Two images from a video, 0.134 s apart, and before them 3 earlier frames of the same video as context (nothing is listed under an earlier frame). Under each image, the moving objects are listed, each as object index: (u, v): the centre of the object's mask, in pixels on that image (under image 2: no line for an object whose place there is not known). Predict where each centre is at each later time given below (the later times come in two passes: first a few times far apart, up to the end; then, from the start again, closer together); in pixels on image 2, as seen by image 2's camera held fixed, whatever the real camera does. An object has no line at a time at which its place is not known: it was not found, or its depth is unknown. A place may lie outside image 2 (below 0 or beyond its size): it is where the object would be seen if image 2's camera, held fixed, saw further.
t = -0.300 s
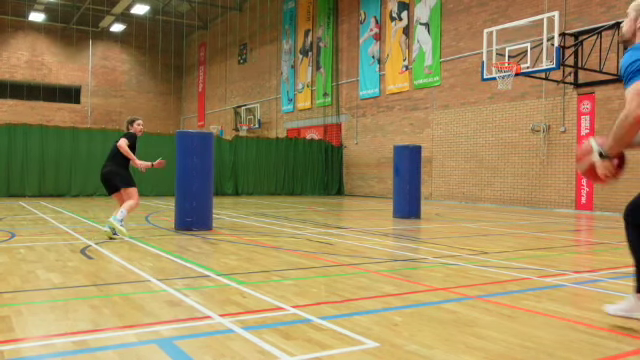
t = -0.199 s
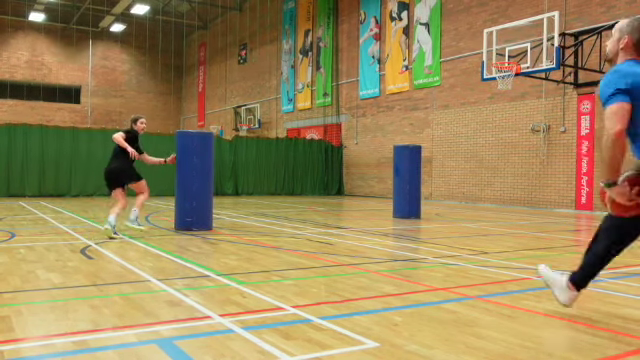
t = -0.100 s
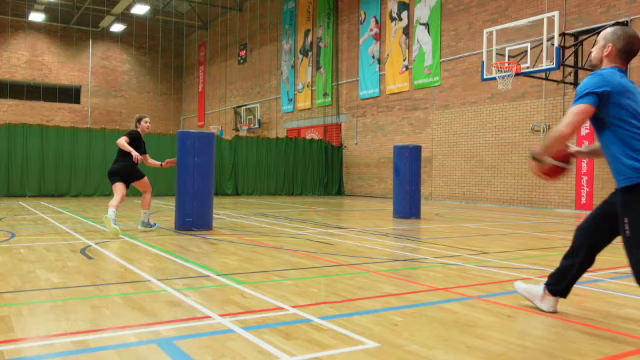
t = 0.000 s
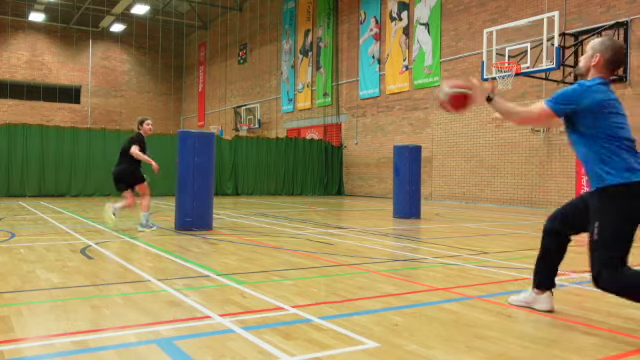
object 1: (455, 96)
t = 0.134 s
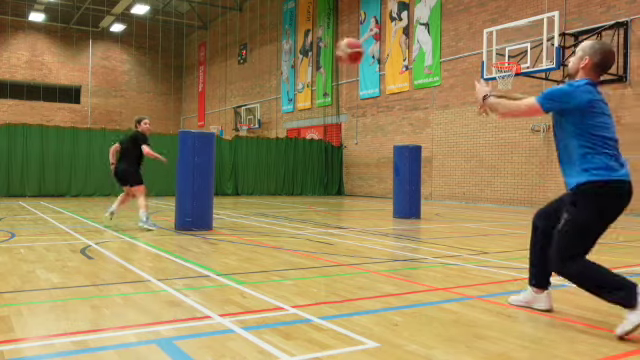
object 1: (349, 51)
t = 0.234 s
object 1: (294, 38)
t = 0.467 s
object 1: (208, 47)
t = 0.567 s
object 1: (183, 60)
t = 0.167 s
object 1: (331, 44)
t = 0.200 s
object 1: (311, 41)
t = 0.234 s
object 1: (294, 38)
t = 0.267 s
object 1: (279, 36)
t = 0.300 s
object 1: (265, 36)
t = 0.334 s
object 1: (252, 36)
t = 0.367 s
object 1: (241, 38)
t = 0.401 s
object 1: (229, 40)
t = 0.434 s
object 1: (219, 43)
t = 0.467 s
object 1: (208, 47)
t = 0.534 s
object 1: (191, 55)
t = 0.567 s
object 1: (183, 60)
